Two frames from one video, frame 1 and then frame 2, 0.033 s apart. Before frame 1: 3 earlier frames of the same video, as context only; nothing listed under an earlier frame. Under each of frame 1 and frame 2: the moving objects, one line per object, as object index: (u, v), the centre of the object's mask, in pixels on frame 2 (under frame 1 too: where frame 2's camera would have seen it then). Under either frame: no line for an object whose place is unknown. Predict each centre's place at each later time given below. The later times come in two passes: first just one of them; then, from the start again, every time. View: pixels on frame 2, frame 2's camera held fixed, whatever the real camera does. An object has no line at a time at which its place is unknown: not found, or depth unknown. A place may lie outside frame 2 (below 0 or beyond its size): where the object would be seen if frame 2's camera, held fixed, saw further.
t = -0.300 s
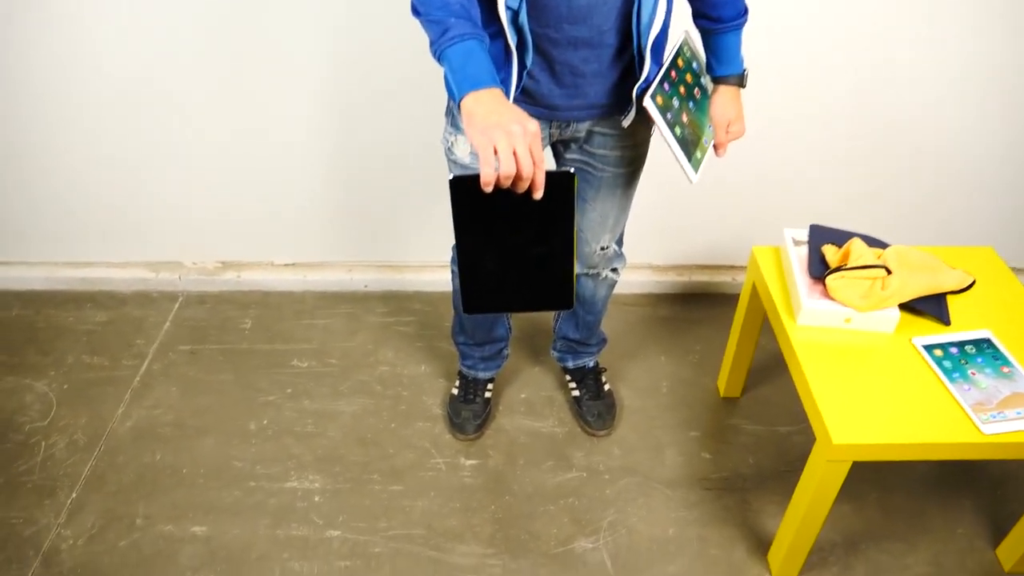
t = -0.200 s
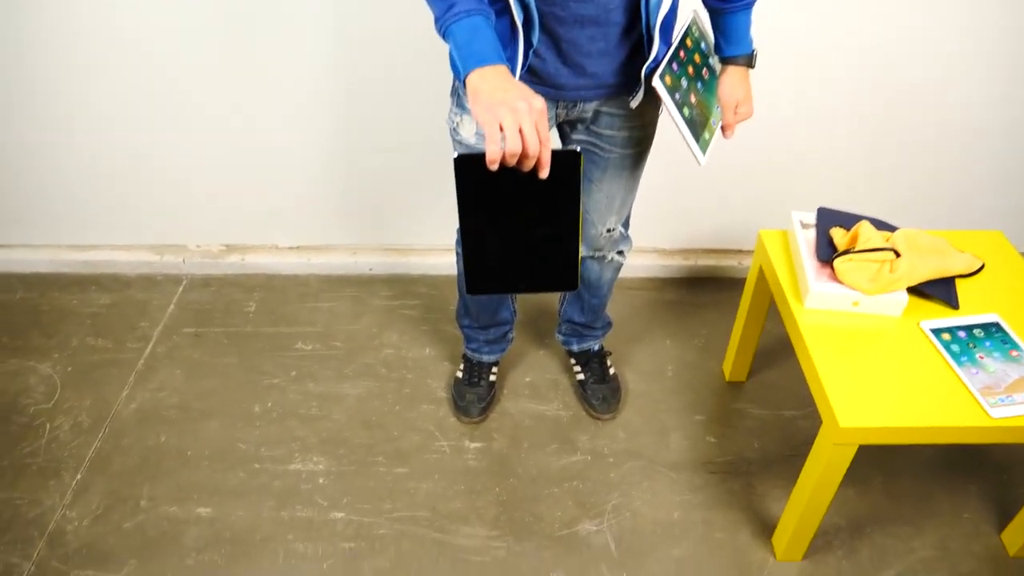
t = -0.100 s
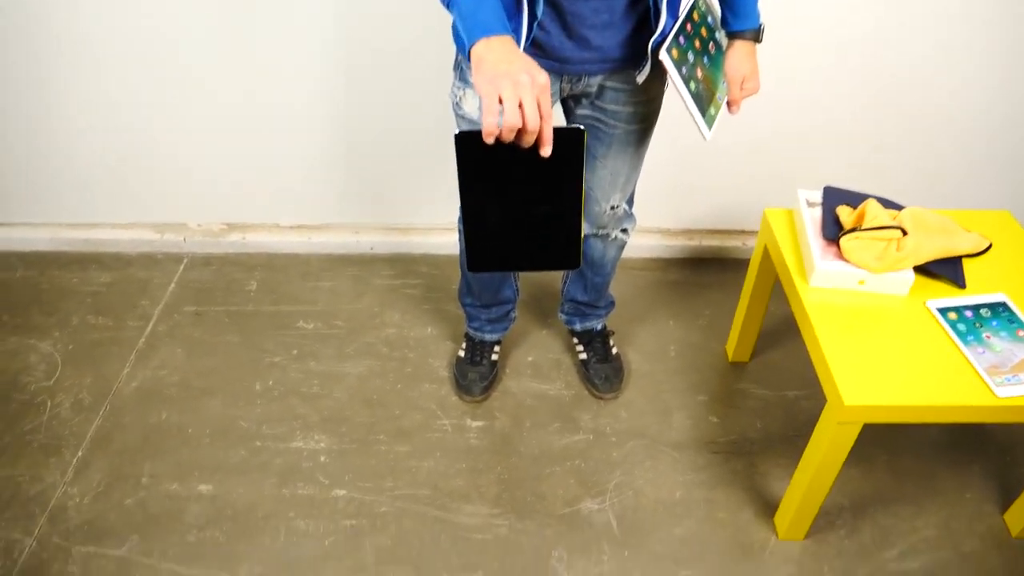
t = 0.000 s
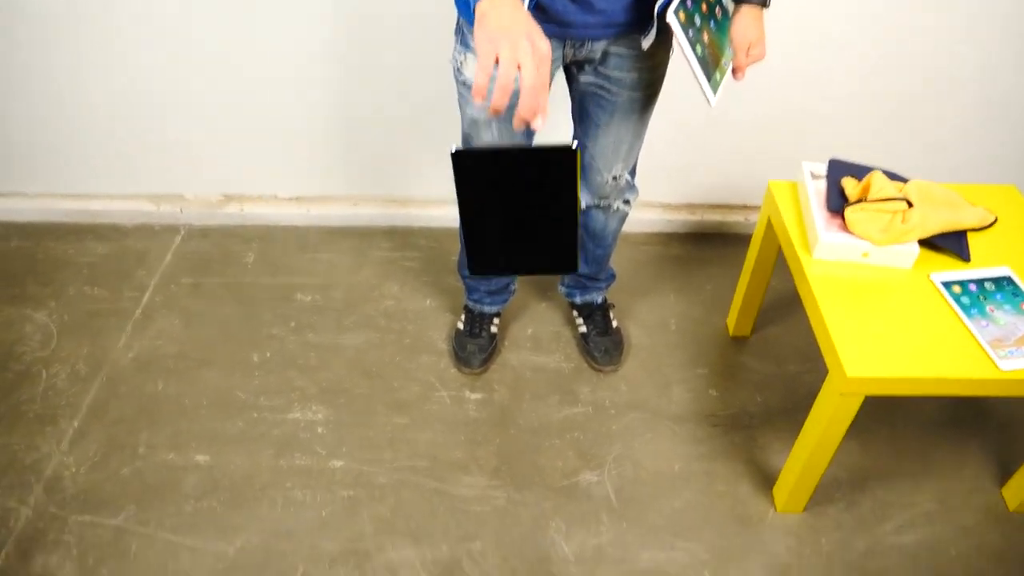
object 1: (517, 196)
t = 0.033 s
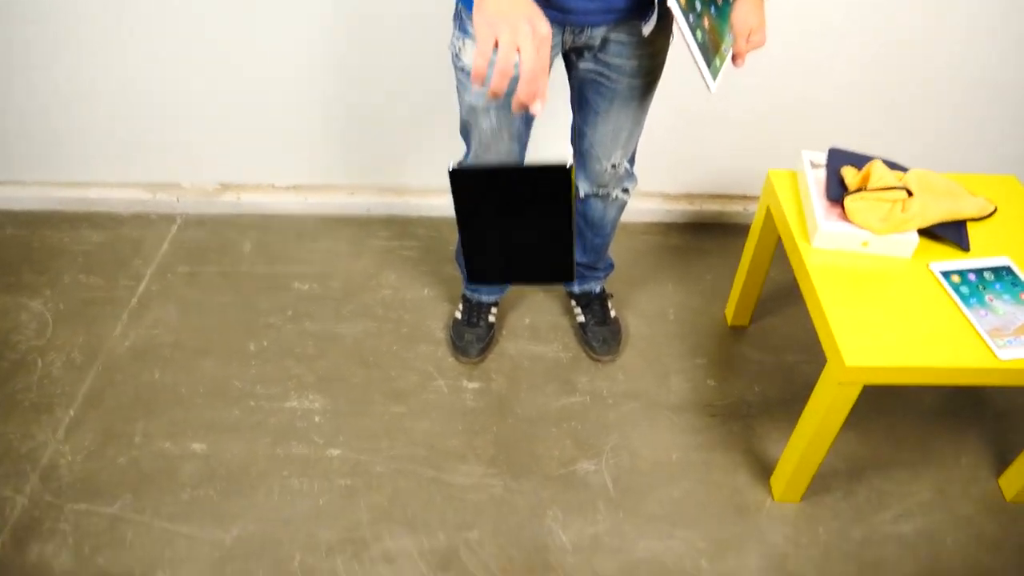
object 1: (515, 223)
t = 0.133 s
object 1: (510, 321)
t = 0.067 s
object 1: (514, 253)
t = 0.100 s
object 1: (512, 286)
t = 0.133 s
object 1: (510, 321)
